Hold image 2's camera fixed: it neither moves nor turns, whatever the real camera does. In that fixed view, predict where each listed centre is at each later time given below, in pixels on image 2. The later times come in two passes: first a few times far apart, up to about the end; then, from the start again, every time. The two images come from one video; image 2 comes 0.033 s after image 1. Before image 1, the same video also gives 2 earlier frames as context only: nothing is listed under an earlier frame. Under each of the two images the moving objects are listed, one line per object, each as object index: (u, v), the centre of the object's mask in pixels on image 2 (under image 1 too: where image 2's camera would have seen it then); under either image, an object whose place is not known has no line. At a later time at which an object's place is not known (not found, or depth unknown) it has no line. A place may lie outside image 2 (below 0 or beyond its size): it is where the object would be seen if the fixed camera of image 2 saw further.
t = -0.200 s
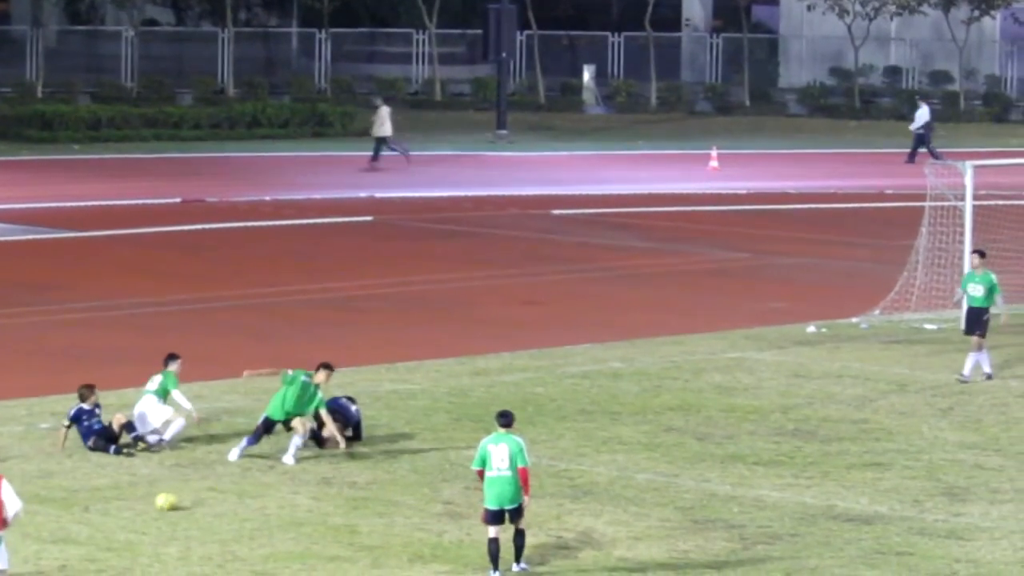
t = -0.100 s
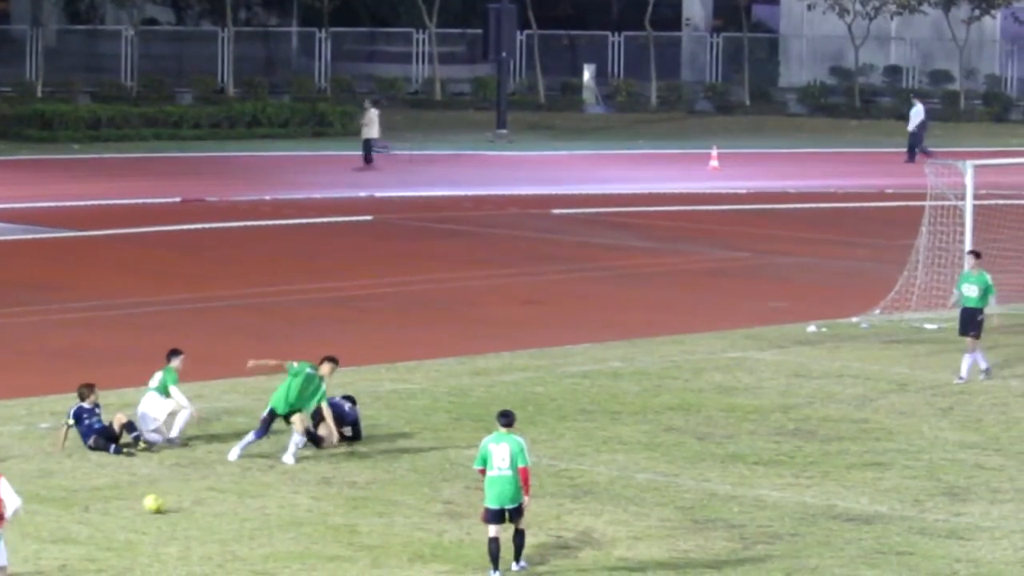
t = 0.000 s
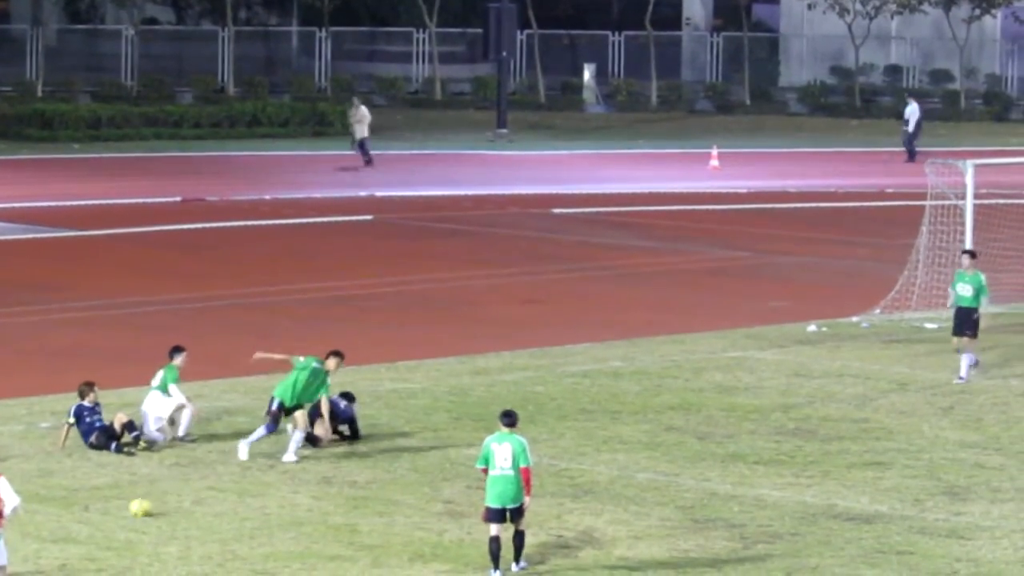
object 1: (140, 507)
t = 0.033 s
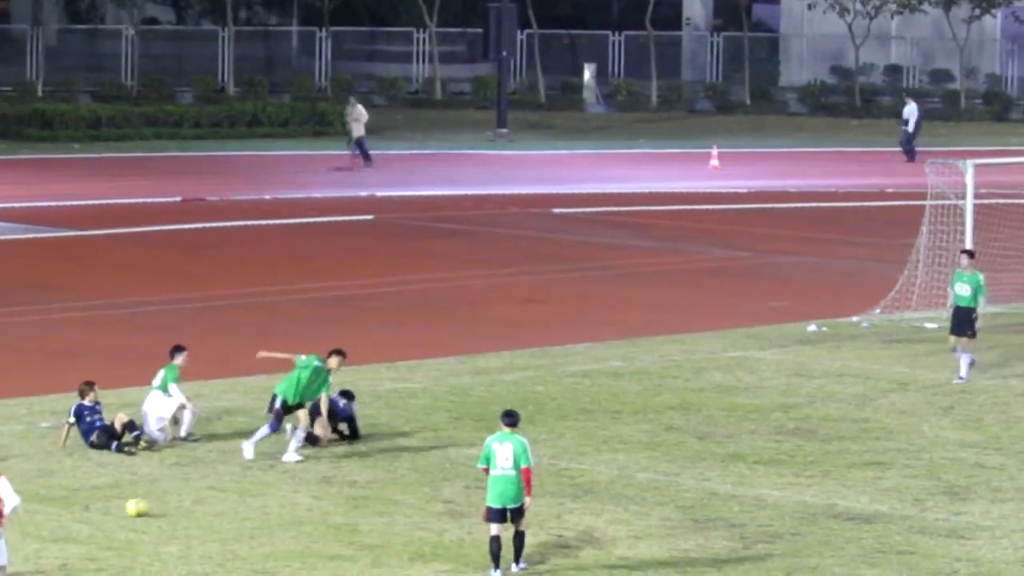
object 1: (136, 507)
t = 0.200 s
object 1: (114, 513)
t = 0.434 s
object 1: (87, 521)
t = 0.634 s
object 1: (61, 529)
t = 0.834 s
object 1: (37, 534)
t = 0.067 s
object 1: (132, 506)
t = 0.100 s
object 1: (126, 508)
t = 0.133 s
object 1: (123, 510)
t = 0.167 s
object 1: (118, 512)
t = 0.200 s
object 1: (114, 513)
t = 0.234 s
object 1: (111, 514)
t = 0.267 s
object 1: (107, 515)
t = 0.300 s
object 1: (102, 517)
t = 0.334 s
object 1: (99, 518)
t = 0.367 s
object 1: (95, 519)
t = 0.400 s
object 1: (90, 522)
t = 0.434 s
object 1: (87, 521)
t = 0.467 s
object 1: (84, 523)
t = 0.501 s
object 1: (77, 524)
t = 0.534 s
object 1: (72, 525)
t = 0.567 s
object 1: (70, 526)
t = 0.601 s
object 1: (65, 527)
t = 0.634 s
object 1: (61, 529)
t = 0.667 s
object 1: (57, 530)
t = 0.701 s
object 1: (53, 531)
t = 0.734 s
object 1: (50, 532)
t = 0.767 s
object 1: (44, 533)
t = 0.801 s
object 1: (40, 534)
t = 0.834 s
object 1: (37, 534)
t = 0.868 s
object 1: (34, 536)
